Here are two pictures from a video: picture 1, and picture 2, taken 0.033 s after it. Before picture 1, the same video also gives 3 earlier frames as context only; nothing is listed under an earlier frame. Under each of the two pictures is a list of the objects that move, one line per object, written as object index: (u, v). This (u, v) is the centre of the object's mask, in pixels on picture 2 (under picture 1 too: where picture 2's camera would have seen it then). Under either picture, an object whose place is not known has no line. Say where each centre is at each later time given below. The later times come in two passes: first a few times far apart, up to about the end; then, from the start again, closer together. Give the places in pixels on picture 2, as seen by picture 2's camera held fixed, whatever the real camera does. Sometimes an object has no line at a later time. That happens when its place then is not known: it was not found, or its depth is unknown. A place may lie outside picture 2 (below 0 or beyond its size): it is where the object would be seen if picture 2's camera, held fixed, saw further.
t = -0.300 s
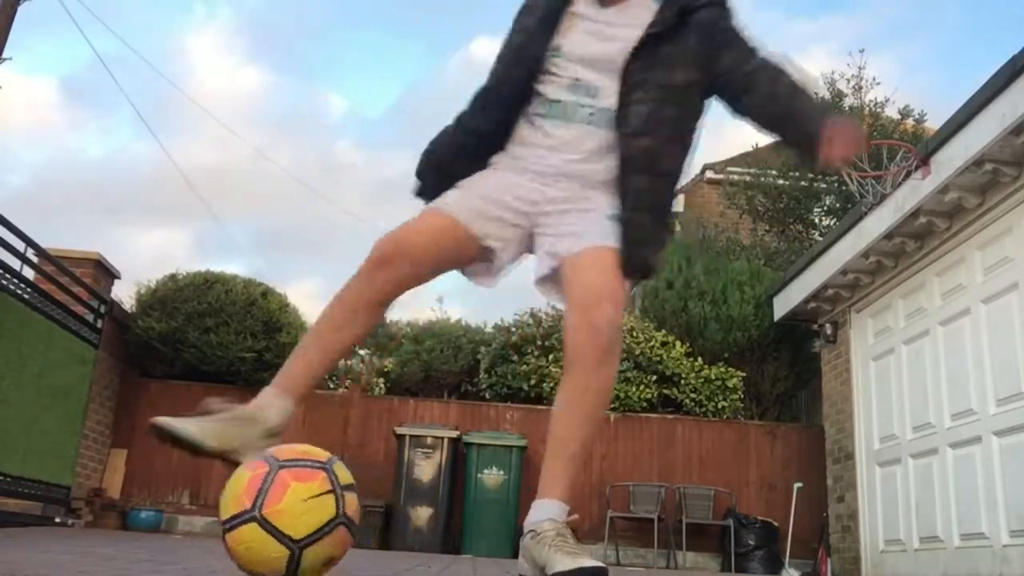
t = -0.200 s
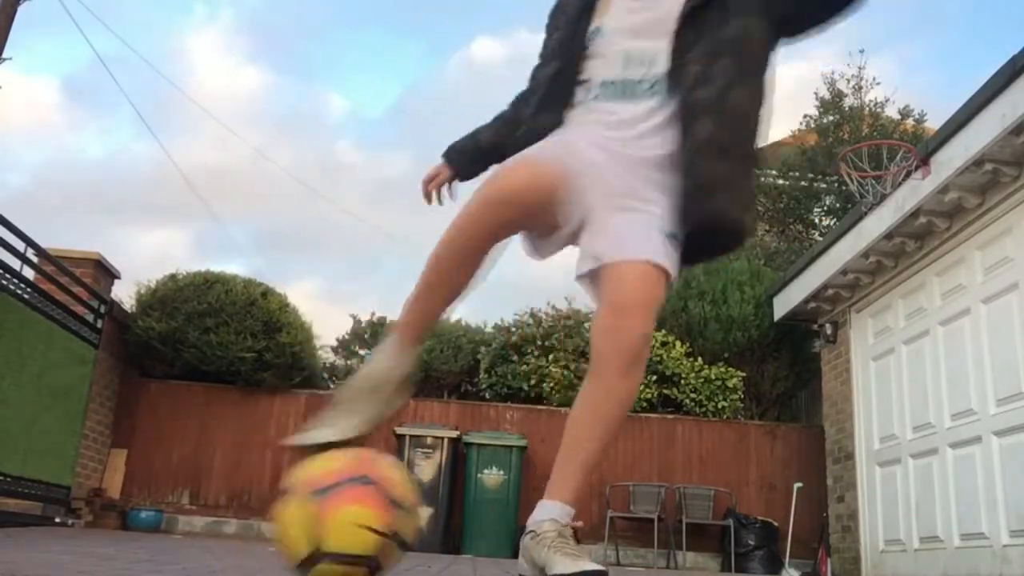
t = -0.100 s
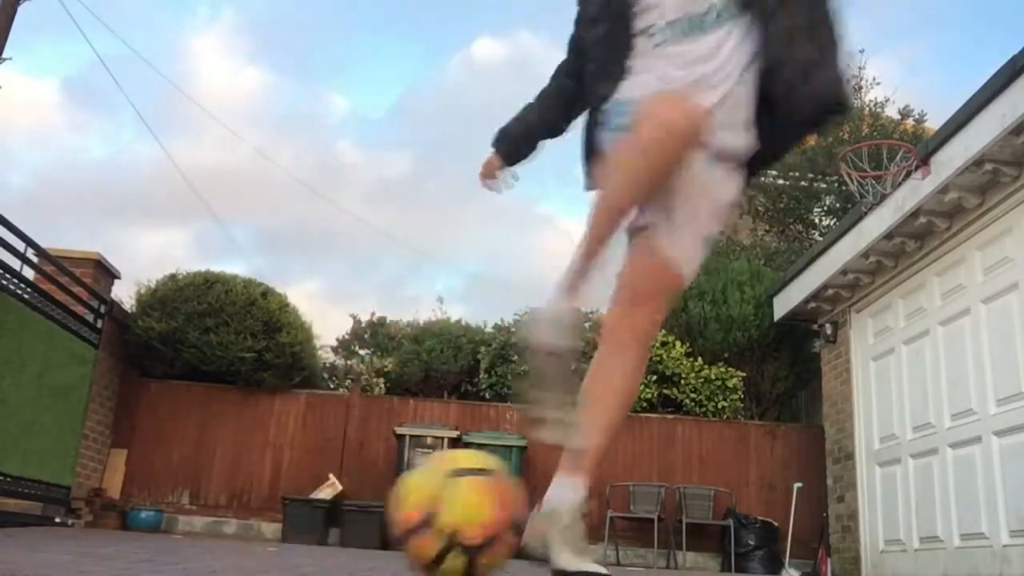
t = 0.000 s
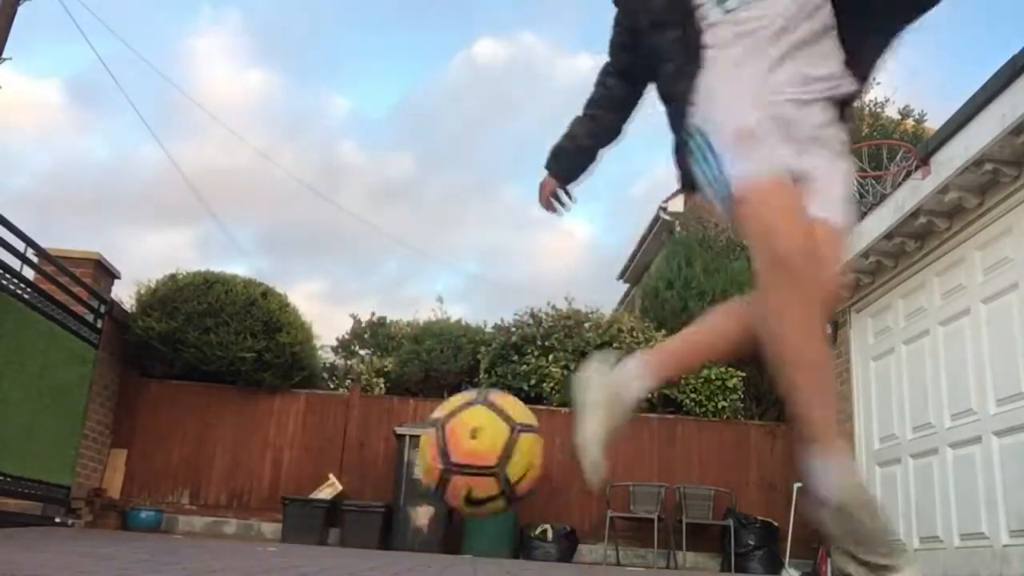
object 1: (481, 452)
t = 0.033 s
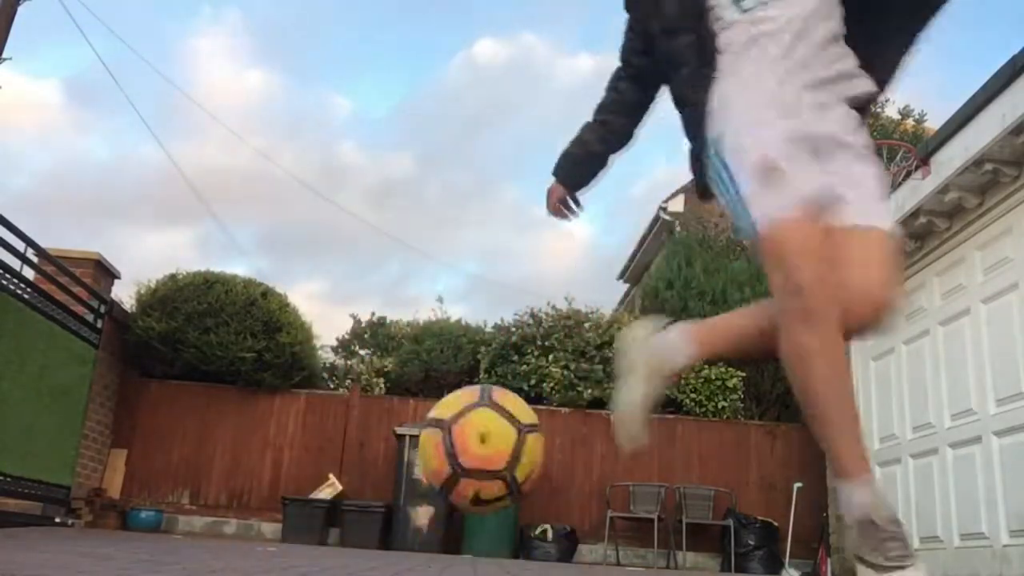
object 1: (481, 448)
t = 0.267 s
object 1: (467, 489)
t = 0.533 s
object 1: (438, 497)
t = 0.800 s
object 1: (394, 497)
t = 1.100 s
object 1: (323, 510)
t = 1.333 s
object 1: (257, 515)
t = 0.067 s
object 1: (480, 448)
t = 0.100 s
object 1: (478, 455)
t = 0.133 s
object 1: (475, 466)
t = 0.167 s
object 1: (473, 487)
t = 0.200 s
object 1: (470, 512)
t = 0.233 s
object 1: (469, 508)
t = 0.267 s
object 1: (467, 489)
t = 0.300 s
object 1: (464, 478)
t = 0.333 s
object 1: (461, 471)
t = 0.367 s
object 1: (458, 472)
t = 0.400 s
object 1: (454, 478)
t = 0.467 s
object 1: (444, 508)
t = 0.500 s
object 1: (440, 511)
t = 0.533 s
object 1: (438, 497)
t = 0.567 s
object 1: (432, 488)
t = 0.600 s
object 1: (428, 486)
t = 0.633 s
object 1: (422, 489)
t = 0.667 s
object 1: (418, 498)
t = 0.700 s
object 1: (412, 513)
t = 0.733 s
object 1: (406, 508)
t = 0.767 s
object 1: (400, 500)
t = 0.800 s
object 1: (394, 497)
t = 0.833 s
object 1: (387, 500)
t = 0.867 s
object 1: (379, 510)
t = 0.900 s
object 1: (372, 513)
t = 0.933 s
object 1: (366, 506)
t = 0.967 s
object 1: (358, 504)
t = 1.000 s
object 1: (349, 508)
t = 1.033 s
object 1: (340, 514)
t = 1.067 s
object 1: (332, 510)
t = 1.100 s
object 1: (323, 510)
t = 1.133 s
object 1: (314, 513)
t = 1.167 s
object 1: (305, 514)
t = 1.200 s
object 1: (296, 512)
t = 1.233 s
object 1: (287, 515)
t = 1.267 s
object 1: (278, 514)
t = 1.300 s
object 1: (269, 513)
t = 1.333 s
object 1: (257, 515)
